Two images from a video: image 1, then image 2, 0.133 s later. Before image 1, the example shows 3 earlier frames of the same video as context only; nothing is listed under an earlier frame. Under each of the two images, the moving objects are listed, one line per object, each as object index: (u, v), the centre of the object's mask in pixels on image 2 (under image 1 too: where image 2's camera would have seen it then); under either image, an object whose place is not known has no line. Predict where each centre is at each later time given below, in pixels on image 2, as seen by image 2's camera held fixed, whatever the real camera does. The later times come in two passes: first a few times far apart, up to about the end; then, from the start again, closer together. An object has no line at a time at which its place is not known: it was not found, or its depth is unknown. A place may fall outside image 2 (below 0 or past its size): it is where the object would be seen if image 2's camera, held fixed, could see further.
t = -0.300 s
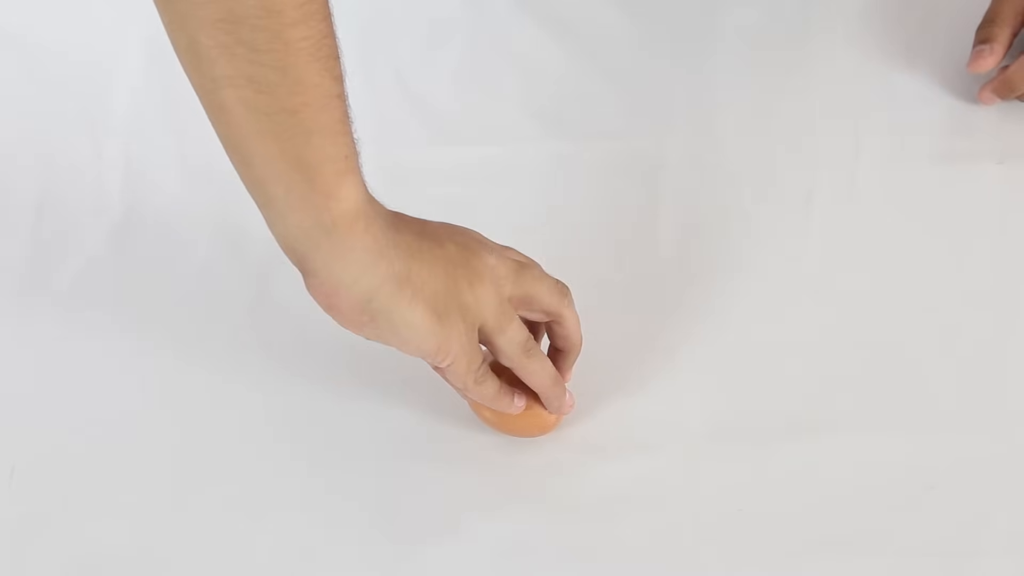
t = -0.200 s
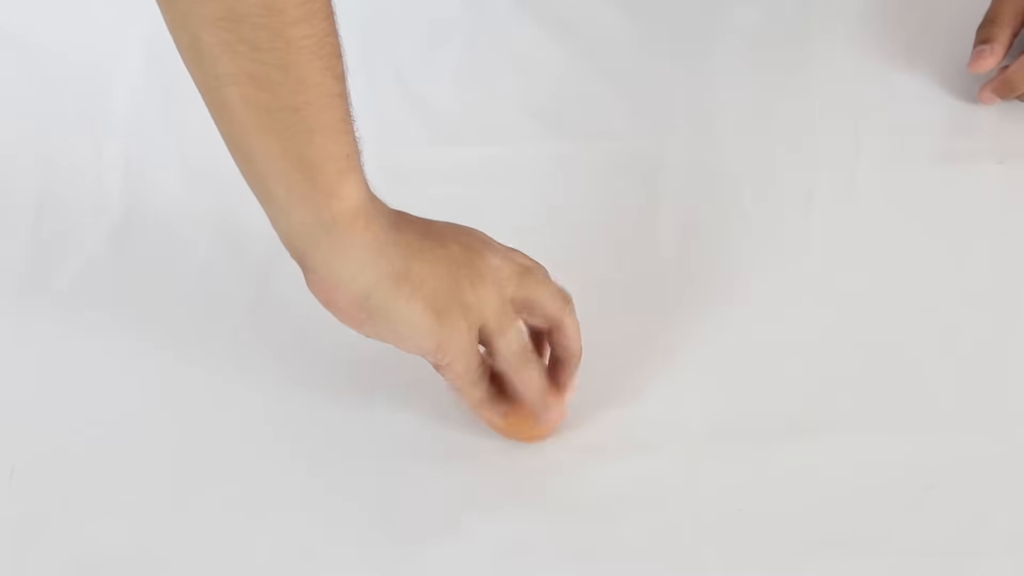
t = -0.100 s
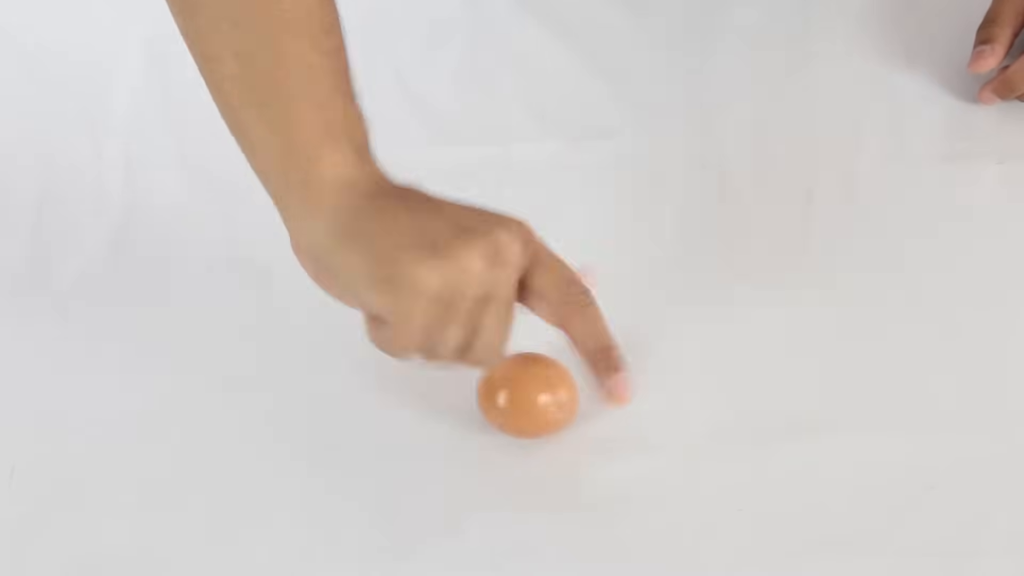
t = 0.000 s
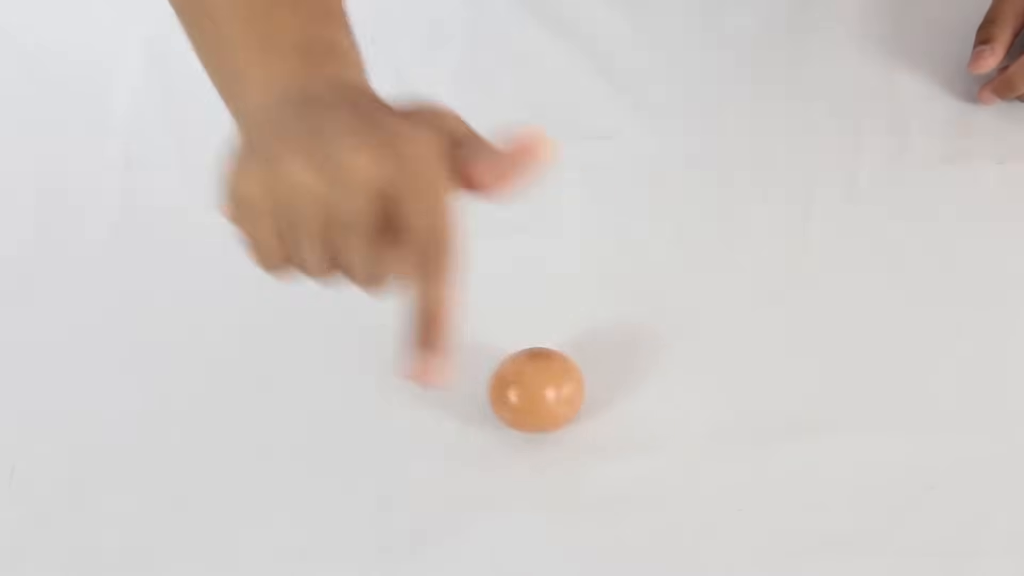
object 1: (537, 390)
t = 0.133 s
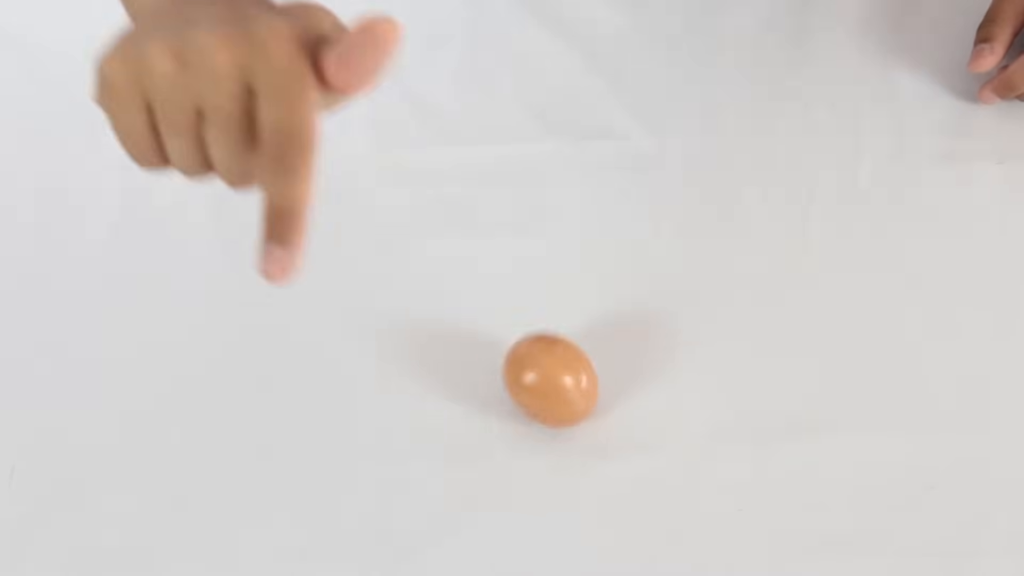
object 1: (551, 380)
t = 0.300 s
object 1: (573, 370)
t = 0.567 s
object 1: (604, 373)
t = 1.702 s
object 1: (698, 460)
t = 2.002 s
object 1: (720, 487)
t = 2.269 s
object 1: (744, 513)
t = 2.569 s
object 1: (778, 534)
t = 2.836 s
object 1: (815, 531)
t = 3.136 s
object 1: (823, 498)
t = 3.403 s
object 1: (808, 475)
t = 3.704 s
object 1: (791, 474)
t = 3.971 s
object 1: (793, 481)
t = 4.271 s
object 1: (796, 478)
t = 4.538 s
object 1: (795, 479)
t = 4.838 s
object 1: (797, 479)
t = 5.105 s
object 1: (797, 479)
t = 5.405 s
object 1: (796, 479)
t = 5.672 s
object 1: (796, 478)
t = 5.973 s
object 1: (795, 478)
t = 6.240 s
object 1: (795, 480)
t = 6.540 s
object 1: (797, 478)
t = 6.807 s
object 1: (795, 479)
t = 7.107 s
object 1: (797, 478)
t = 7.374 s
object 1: (797, 481)
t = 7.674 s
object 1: (796, 479)
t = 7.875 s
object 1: (796, 479)
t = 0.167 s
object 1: (557, 376)
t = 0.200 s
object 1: (561, 377)
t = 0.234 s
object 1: (561, 375)
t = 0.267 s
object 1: (566, 372)
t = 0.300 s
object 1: (573, 370)
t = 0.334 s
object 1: (578, 372)
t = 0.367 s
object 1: (578, 372)
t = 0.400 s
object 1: (582, 369)
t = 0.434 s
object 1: (589, 369)
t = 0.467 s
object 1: (594, 372)
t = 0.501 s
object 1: (594, 373)
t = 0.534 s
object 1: (599, 372)
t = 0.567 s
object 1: (604, 373)
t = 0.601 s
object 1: (609, 377)
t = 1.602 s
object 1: (689, 450)
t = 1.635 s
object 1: (692, 453)
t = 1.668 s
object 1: (695, 455)
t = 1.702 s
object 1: (698, 460)
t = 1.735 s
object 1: (698, 463)
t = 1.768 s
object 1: (699, 465)
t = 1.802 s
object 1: (703, 467)
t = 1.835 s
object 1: (707, 471)
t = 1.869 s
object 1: (709, 476)
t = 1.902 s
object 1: (709, 479)
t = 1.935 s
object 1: (712, 480)
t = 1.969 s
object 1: (717, 483)
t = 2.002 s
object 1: (720, 487)
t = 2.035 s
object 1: (723, 492)
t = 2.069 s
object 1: (724, 494)
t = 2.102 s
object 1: (728, 496)
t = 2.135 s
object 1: (732, 499)
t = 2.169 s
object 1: (736, 502)
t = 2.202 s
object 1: (739, 508)
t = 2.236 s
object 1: (740, 511)
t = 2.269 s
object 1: (744, 513)
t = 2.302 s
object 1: (748, 514)
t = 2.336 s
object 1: (752, 518)
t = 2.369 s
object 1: (755, 523)
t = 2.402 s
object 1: (757, 524)
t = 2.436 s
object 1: (762, 525)
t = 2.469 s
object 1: (767, 527)
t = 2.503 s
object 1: (772, 531)
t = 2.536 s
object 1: (774, 532)
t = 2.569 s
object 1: (778, 534)
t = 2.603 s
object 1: (783, 532)
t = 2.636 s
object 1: (790, 532)
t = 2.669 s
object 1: (795, 536)
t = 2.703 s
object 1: (798, 534)
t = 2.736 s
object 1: (802, 535)
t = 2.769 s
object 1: (806, 531)
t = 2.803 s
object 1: (812, 530)
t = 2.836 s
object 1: (815, 531)
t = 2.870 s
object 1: (816, 528)
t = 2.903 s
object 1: (818, 526)
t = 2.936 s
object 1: (821, 523)
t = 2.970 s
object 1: (823, 518)
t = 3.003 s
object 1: (825, 514)
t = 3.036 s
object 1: (826, 512)
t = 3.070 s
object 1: (824, 506)
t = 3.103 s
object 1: (824, 502)
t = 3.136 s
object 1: (823, 498)
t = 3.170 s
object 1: (823, 494)
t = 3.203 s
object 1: (822, 492)
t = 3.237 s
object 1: (819, 488)
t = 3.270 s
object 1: (817, 484)
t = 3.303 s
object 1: (815, 481)
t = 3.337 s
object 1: (813, 477)
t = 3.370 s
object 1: (811, 476)
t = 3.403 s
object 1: (808, 475)
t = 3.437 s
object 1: (804, 473)
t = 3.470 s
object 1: (802, 472)
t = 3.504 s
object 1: (800, 470)
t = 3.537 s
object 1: (799, 470)
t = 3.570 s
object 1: (797, 472)
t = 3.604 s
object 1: (794, 473)
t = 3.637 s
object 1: (792, 473)
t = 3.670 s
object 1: (791, 473)
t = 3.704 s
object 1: (791, 474)
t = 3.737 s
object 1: (791, 475)
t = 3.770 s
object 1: (791, 477)
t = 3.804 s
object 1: (789, 478)
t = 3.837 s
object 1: (790, 479)
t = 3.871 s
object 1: (791, 479)
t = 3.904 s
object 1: (792, 479)
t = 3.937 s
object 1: (793, 479)
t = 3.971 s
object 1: (793, 481)
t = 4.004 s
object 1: (792, 481)
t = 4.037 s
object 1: (792, 480)
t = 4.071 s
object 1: (793, 481)
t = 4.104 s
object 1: (795, 480)
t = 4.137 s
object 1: (797, 480)
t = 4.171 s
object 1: (797, 481)
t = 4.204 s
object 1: (796, 481)
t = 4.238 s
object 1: (796, 479)
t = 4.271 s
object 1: (796, 478)
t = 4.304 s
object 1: (795, 478)
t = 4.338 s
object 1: (796, 478)
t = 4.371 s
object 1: (796, 478)
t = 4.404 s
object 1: (795, 480)
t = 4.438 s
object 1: (794, 480)
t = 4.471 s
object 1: (794, 479)
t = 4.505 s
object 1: (795, 479)
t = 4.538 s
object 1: (795, 479)
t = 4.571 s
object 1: (797, 479)
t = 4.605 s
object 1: (797, 479)
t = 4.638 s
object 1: (797, 480)
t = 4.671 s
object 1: (795, 480)
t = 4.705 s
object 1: (795, 479)
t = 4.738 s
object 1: (795, 479)
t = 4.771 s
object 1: (795, 479)
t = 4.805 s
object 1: (796, 478)
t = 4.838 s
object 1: (797, 479)
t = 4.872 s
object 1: (797, 480)
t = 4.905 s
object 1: (795, 480)
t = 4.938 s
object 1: (794, 480)
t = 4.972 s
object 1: (795, 479)
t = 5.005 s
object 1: (795, 479)
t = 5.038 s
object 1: (795, 479)
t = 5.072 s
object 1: (796, 478)
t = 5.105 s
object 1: (797, 479)
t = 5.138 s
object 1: (797, 480)
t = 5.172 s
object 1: (796, 480)
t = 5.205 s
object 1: (795, 480)
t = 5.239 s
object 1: (795, 478)
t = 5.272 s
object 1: (795, 478)
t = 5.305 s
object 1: (795, 478)
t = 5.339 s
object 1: (795, 478)
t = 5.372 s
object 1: (796, 478)
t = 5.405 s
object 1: (796, 479)
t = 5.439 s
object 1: (797, 480)
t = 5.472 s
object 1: (796, 481)
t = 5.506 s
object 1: (795, 480)
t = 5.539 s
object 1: (795, 479)
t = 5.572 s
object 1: (795, 478)
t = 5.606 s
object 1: (795, 478)
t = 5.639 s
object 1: (795, 478)
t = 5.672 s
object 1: (796, 478)
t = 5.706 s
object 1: (797, 478)
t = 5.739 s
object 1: (797, 478)
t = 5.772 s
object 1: (797, 479)
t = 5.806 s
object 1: (796, 480)
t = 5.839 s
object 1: (795, 480)
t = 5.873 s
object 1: (795, 479)
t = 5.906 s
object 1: (795, 478)
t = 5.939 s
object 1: (795, 478)
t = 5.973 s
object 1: (795, 478)
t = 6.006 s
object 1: (796, 477)
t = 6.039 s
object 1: (796, 478)
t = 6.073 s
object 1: (797, 478)
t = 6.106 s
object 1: (797, 478)
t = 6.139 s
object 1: (798, 479)
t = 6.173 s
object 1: (797, 480)
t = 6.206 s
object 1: (796, 480)
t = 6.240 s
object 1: (795, 480)
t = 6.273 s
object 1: (795, 479)
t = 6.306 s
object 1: (795, 478)
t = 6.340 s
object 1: (795, 478)
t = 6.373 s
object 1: (796, 478)
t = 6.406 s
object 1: (795, 478)
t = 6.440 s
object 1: (795, 478)
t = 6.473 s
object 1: (796, 478)
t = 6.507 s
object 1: (796, 478)
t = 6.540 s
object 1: (797, 478)
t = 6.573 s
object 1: (797, 479)
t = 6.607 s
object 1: (797, 480)
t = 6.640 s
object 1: (797, 480)
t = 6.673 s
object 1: (796, 481)
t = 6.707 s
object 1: (796, 481)
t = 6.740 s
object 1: (795, 480)
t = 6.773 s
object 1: (795, 479)
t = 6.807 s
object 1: (795, 479)
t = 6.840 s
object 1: (795, 479)
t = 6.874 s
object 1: (796, 478)
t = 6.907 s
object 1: (796, 478)
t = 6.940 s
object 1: (796, 478)
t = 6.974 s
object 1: (796, 478)
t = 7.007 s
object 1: (796, 478)
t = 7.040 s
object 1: (797, 478)
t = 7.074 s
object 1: (797, 478)
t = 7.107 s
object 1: (797, 478)
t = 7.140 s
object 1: (798, 479)
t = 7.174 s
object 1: (798, 479)
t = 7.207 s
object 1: (798, 479)
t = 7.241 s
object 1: (798, 480)
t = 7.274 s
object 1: (798, 480)
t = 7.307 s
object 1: (798, 481)
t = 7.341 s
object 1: (797, 481)
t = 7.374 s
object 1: (797, 481)
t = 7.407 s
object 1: (797, 481)
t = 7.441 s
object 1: (796, 481)
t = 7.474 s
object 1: (796, 481)
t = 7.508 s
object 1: (796, 481)
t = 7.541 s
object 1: (796, 480)
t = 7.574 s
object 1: (796, 480)
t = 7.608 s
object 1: (795, 480)
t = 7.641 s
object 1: (795, 479)
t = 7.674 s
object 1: (796, 479)
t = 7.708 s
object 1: (796, 479)
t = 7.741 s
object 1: (796, 479)
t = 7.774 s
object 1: (796, 479)
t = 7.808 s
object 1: (796, 479)
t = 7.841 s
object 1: (796, 479)
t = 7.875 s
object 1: (796, 479)
